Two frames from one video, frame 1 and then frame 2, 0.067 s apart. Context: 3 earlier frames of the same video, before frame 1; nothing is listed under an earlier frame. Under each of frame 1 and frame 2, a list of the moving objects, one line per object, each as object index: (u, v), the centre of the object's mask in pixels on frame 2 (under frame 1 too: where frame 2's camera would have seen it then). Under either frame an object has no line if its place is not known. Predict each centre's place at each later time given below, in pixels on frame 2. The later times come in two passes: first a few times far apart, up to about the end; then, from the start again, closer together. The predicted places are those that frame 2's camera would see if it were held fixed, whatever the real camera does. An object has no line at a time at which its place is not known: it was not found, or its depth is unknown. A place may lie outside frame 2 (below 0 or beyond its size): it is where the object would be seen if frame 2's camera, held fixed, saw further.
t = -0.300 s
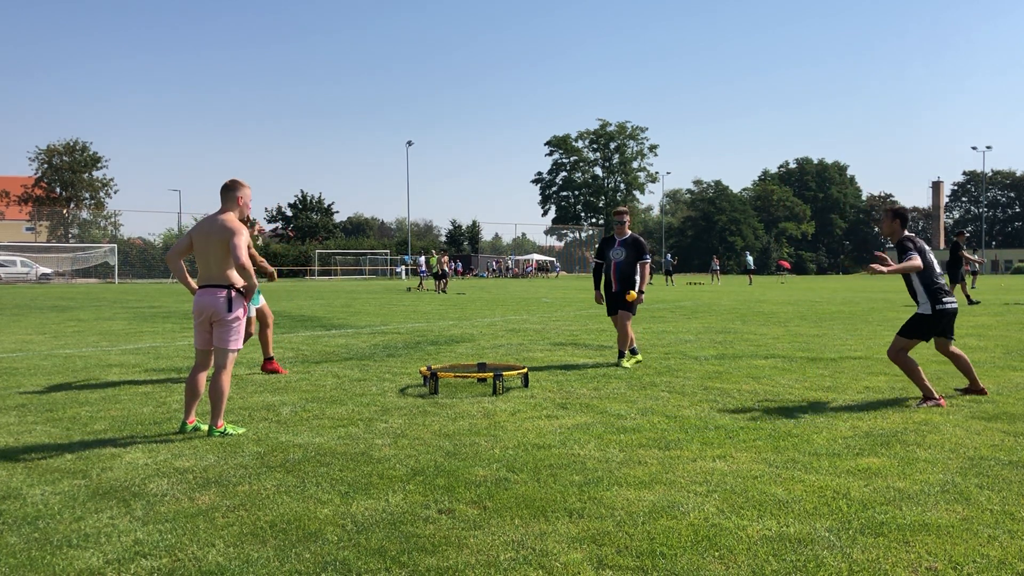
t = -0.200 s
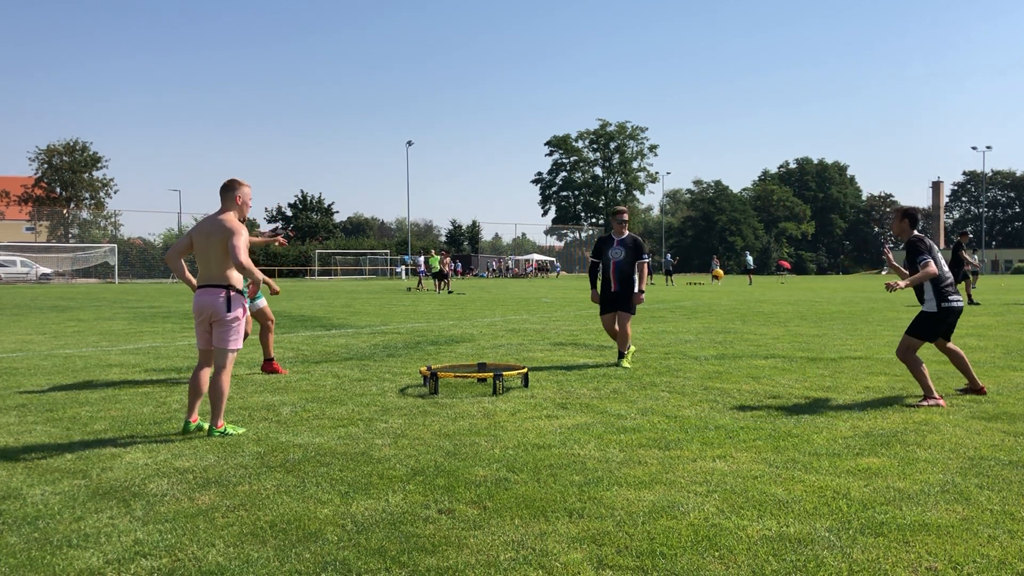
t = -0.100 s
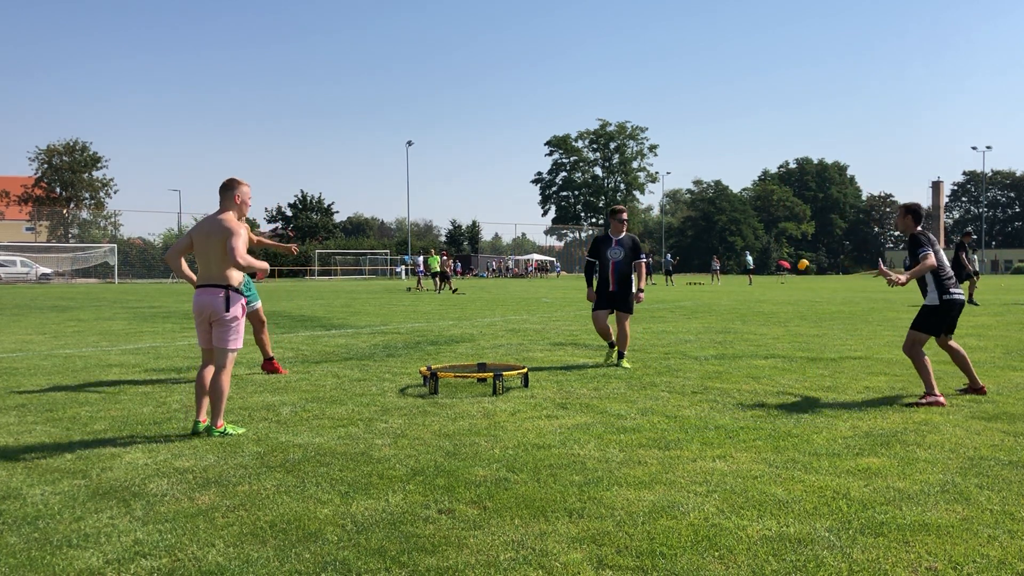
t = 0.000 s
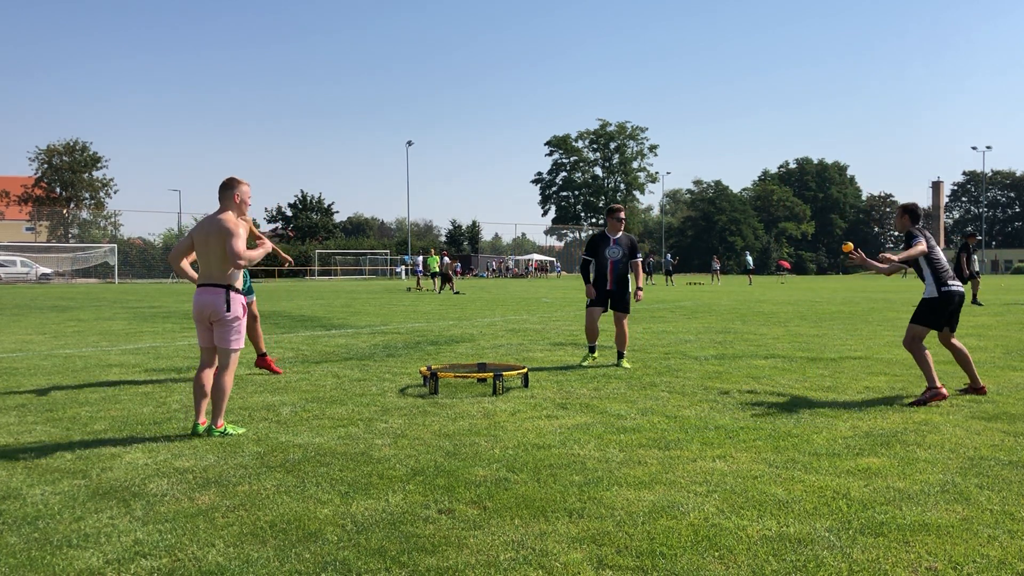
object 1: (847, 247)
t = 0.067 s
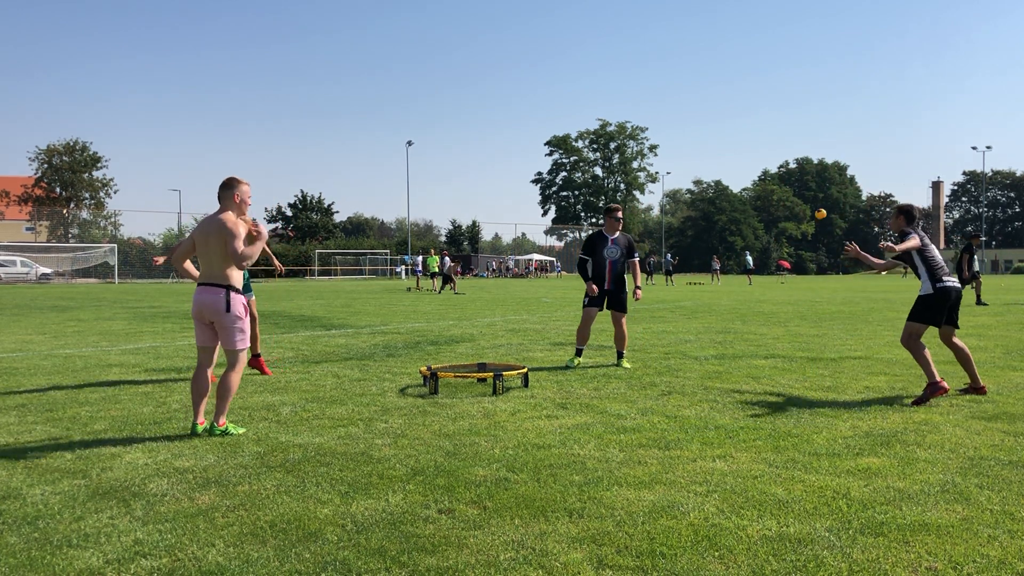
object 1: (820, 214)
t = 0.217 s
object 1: (760, 159)
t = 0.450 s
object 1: (670, 122)
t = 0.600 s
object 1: (612, 131)
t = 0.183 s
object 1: (773, 169)
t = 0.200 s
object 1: (766, 164)
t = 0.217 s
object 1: (760, 159)
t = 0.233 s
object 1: (754, 154)
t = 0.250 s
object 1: (747, 150)
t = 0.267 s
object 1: (741, 146)
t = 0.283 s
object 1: (734, 142)
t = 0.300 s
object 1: (727, 138)
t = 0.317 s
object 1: (721, 135)
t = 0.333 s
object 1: (715, 133)
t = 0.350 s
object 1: (708, 131)
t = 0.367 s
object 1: (702, 128)
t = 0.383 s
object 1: (695, 127)
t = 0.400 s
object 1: (689, 125)
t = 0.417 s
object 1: (682, 124)
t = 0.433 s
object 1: (676, 123)
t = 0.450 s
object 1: (670, 122)
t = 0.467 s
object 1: (663, 122)
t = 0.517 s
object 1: (644, 124)
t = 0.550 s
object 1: (631, 125)
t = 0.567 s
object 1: (625, 127)
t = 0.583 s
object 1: (619, 128)
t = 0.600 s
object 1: (612, 131)
